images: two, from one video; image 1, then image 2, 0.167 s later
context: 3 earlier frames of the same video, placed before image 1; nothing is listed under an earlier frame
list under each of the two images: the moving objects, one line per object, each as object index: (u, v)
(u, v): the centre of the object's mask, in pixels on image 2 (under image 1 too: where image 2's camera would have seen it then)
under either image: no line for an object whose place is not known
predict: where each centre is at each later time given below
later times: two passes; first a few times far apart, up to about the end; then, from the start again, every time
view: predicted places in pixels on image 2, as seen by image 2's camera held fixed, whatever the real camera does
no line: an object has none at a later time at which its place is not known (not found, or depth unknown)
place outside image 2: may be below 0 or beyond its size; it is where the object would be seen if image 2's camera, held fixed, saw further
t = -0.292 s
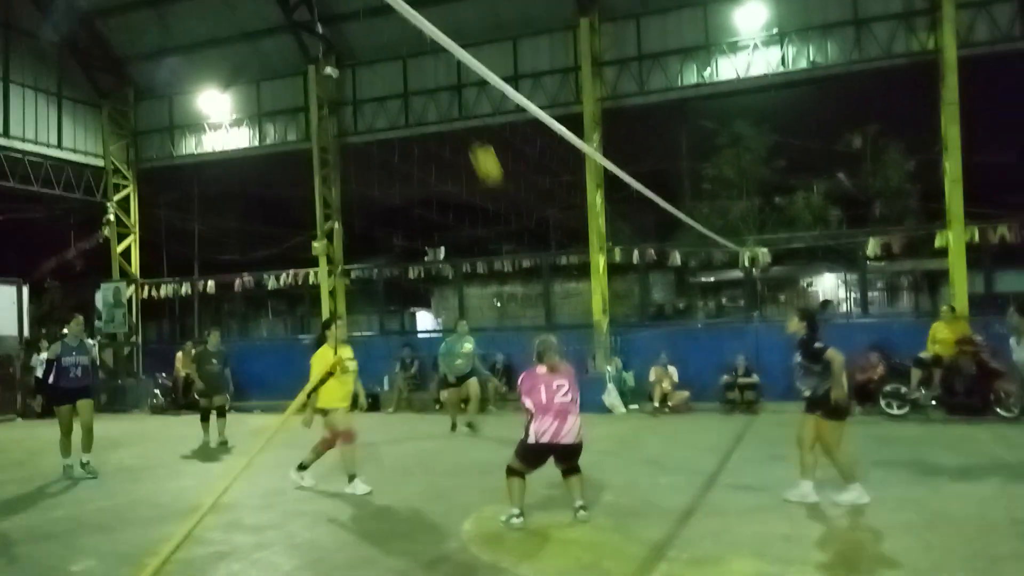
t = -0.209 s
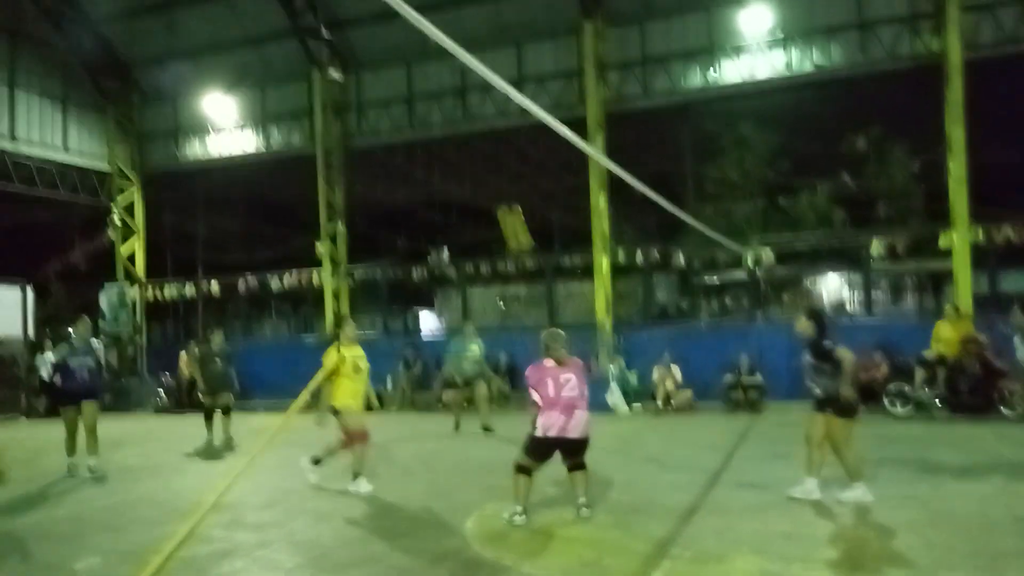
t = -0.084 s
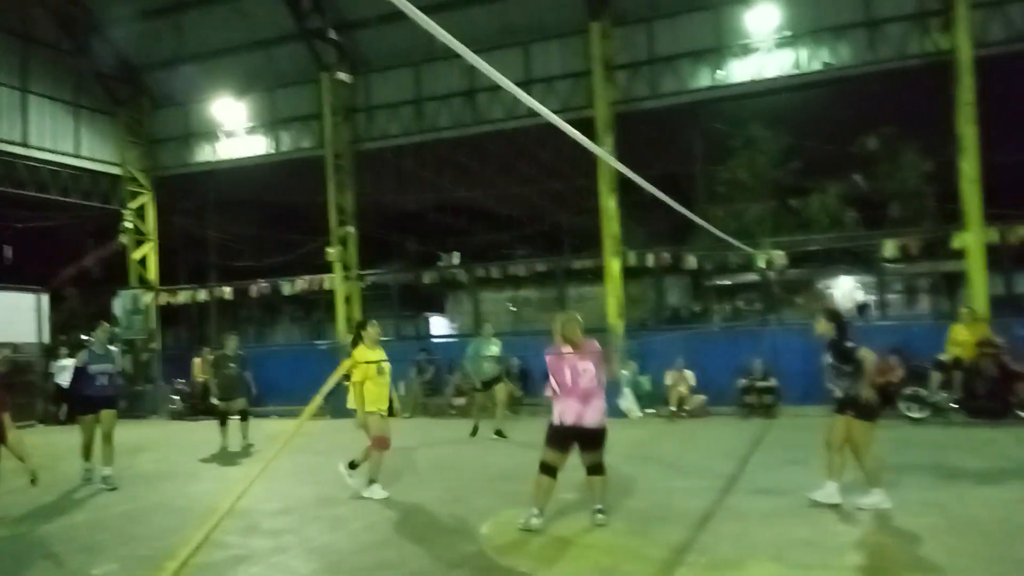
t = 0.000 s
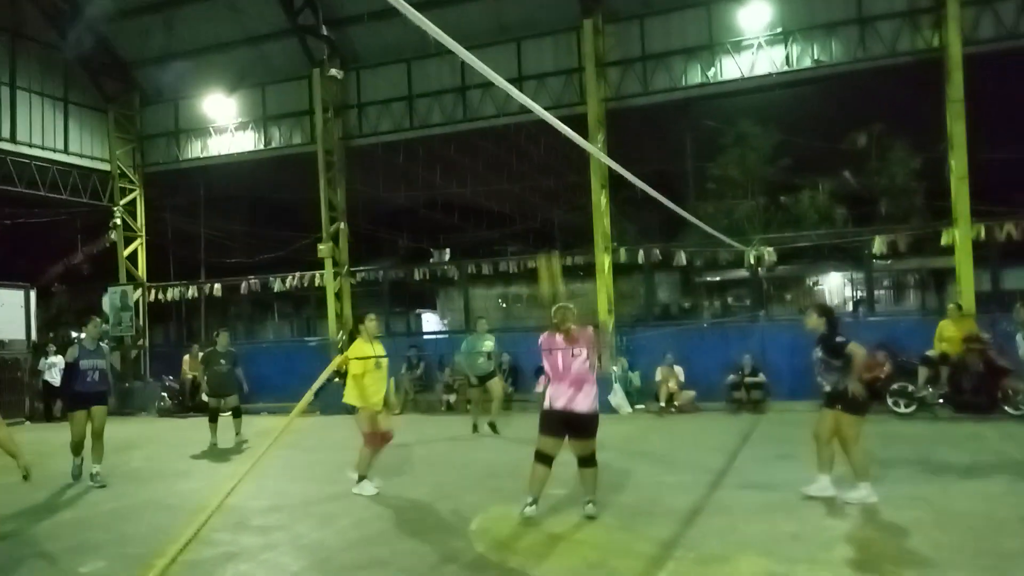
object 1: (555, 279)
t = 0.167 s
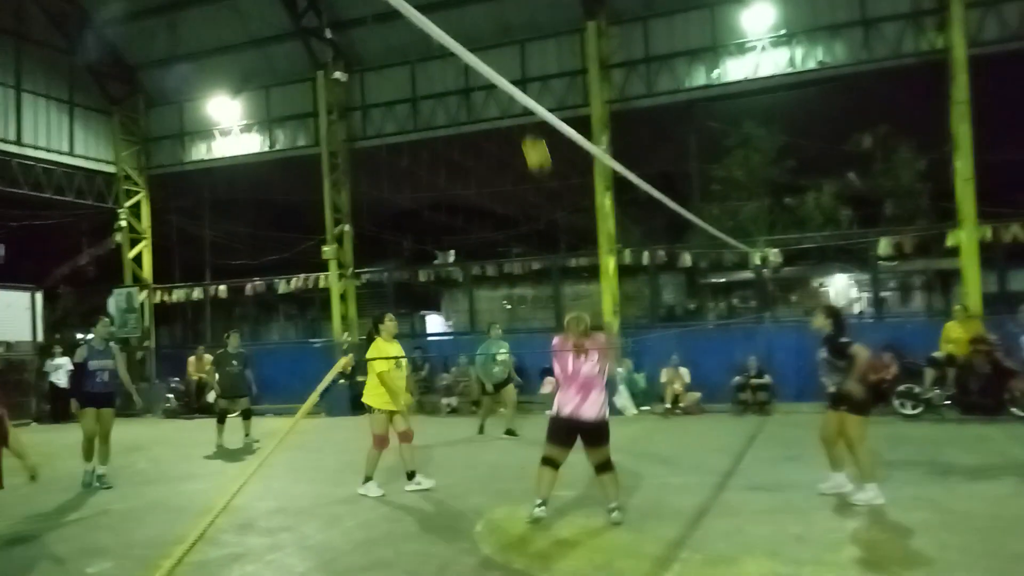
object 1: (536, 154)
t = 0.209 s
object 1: (533, 131)
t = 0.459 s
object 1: (515, 45)
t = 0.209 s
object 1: (533, 131)
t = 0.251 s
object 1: (526, 115)
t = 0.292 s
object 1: (528, 89)
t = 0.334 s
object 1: (522, 77)
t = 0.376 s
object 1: (520, 64)
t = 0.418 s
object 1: (517, 53)
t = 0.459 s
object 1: (515, 45)
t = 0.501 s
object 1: (511, 38)
